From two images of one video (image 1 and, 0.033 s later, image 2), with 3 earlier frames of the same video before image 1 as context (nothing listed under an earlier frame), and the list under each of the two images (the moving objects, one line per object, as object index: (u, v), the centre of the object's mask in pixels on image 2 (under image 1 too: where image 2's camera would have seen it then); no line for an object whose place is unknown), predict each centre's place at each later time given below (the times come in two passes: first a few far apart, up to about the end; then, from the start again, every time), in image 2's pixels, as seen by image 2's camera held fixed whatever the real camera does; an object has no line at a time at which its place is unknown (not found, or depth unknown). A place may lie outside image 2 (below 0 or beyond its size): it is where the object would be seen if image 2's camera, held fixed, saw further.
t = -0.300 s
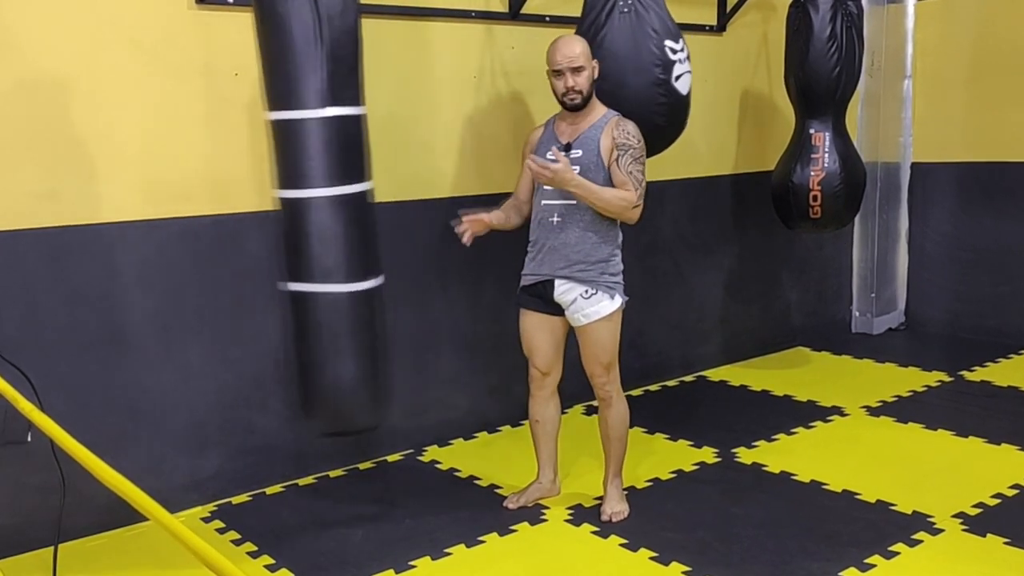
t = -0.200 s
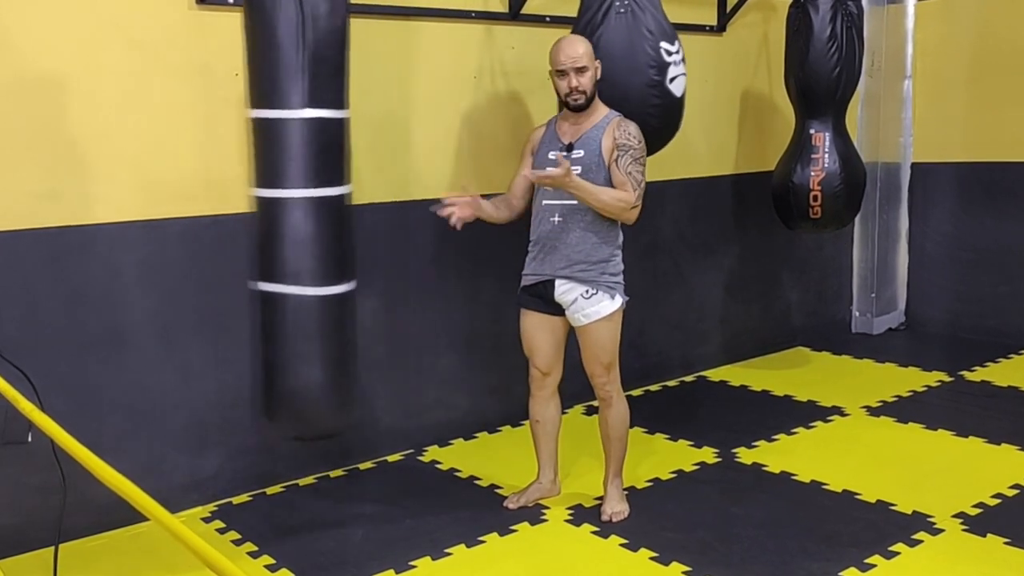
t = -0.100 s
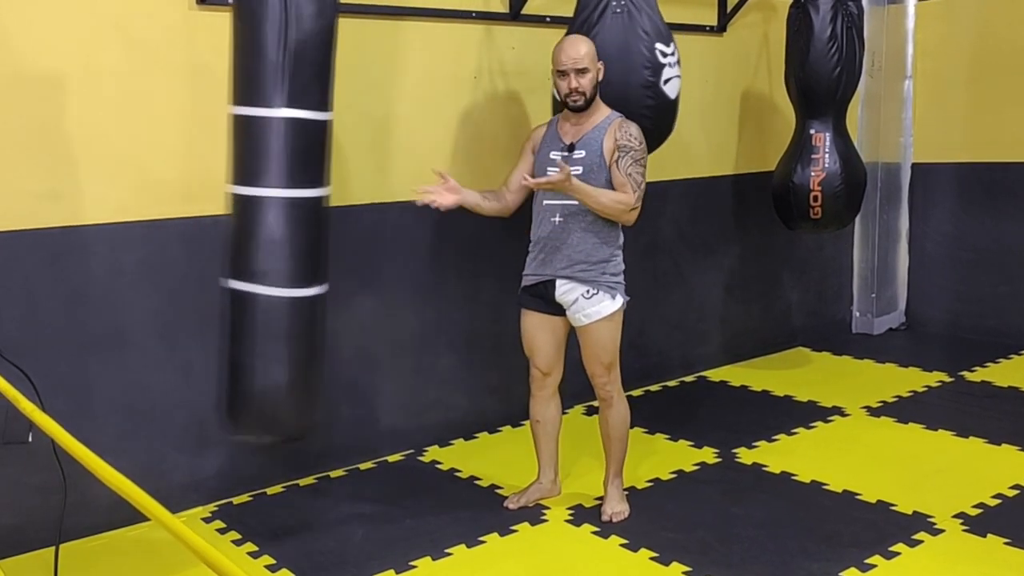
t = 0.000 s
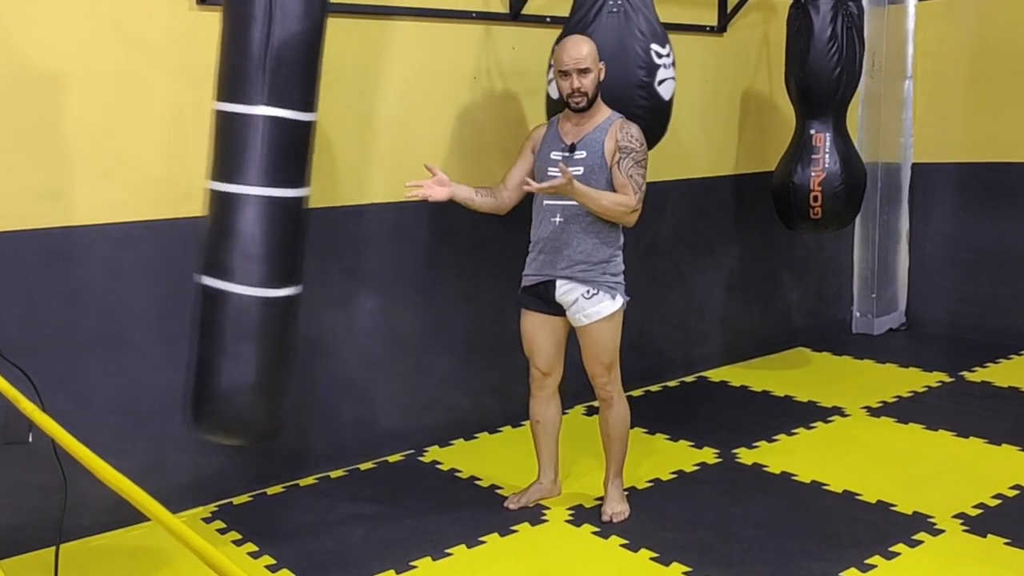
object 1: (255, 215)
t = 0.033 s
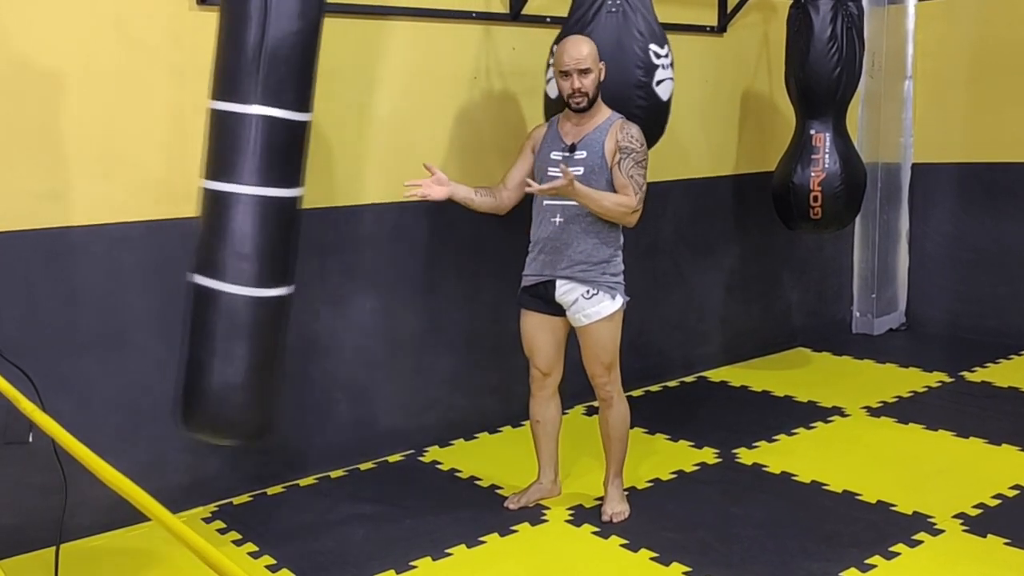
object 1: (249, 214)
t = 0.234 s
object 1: (220, 216)
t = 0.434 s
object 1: (215, 216)
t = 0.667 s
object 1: (246, 218)
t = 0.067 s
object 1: (243, 215)
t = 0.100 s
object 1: (237, 216)
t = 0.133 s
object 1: (232, 214)
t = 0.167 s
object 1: (227, 215)
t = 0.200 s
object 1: (223, 216)
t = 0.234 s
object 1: (220, 216)
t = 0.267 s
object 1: (217, 216)
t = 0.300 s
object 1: (215, 216)
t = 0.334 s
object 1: (214, 216)
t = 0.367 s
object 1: (214, 217)
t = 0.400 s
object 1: (214, 217)
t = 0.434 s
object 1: (215, 216)
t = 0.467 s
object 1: (218, 215)
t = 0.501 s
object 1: (221, 217)
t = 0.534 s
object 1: (224, 217)
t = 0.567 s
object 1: (228, 217)
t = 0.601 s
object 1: (233, 218)
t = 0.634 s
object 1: (239, 217)
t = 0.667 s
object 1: (246, 218)
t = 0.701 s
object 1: (252, 218)
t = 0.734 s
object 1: (259, 218)
